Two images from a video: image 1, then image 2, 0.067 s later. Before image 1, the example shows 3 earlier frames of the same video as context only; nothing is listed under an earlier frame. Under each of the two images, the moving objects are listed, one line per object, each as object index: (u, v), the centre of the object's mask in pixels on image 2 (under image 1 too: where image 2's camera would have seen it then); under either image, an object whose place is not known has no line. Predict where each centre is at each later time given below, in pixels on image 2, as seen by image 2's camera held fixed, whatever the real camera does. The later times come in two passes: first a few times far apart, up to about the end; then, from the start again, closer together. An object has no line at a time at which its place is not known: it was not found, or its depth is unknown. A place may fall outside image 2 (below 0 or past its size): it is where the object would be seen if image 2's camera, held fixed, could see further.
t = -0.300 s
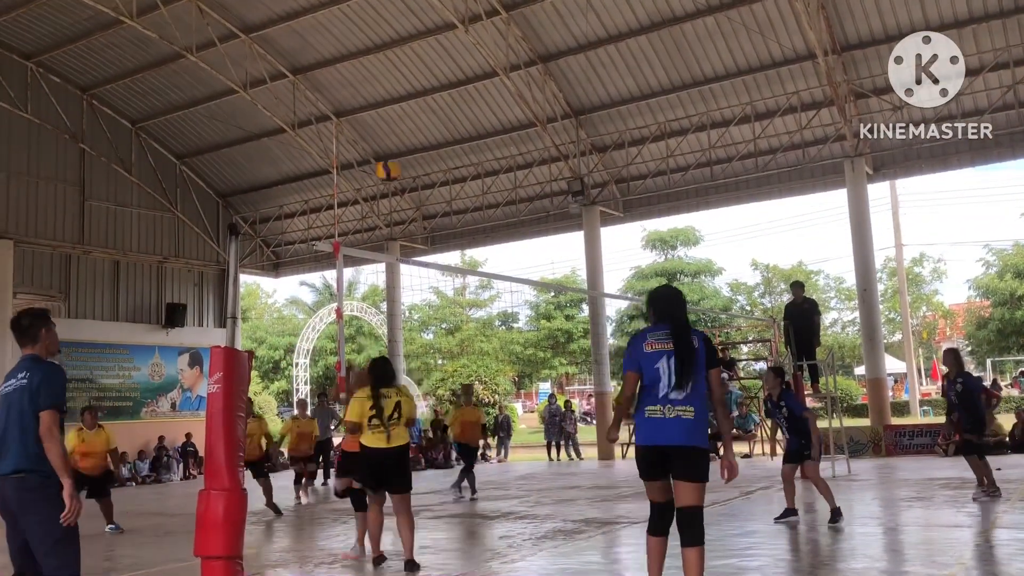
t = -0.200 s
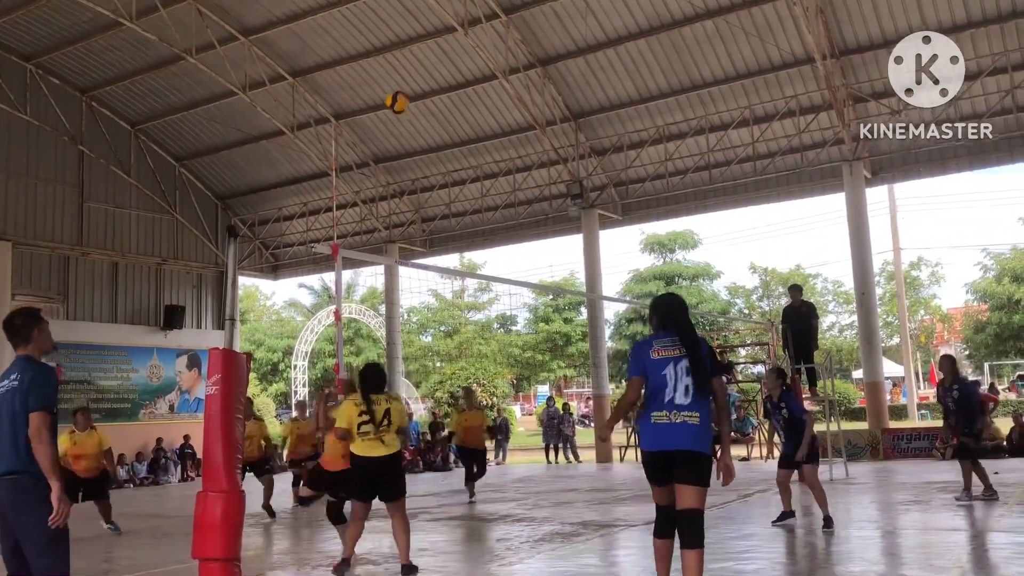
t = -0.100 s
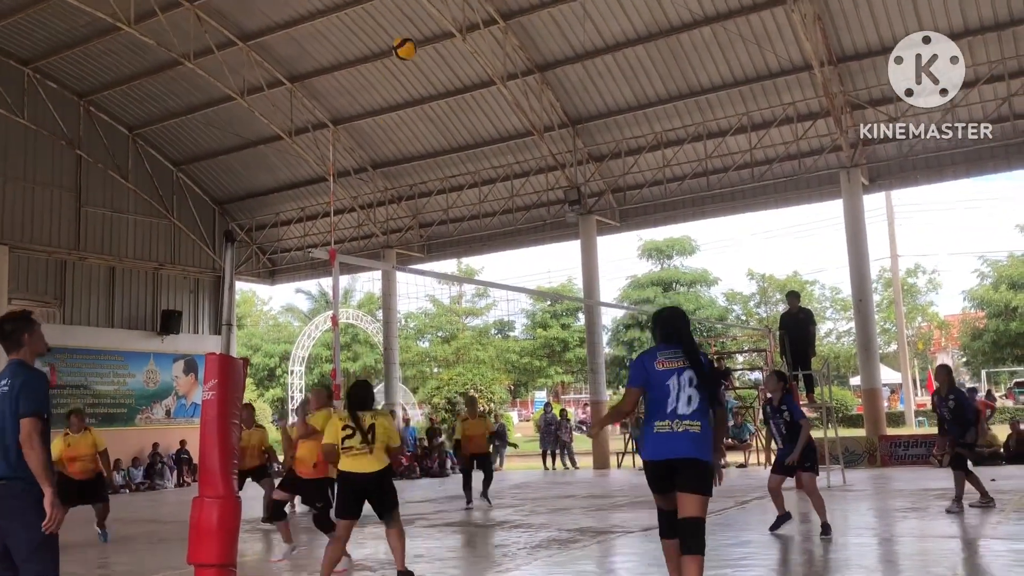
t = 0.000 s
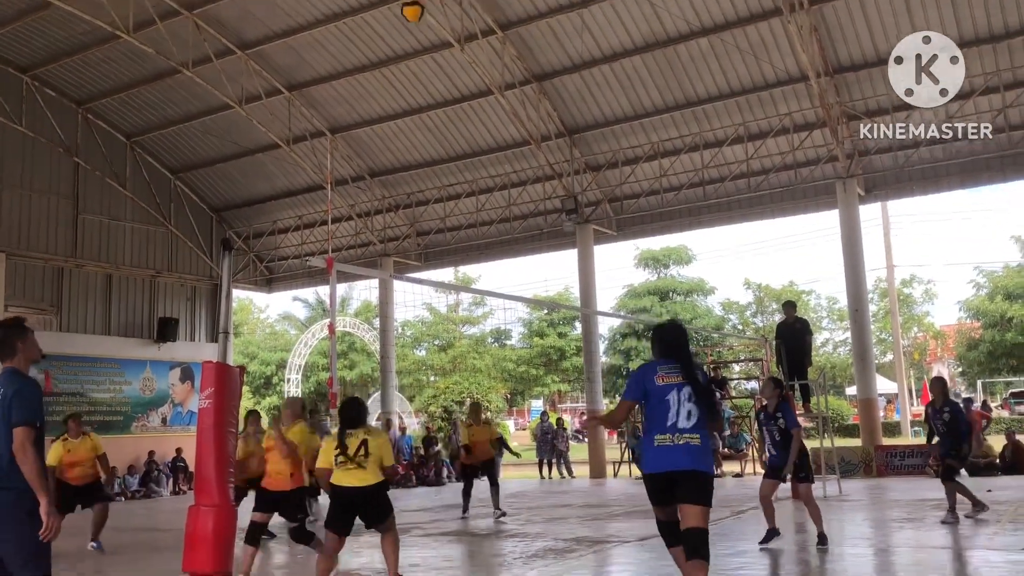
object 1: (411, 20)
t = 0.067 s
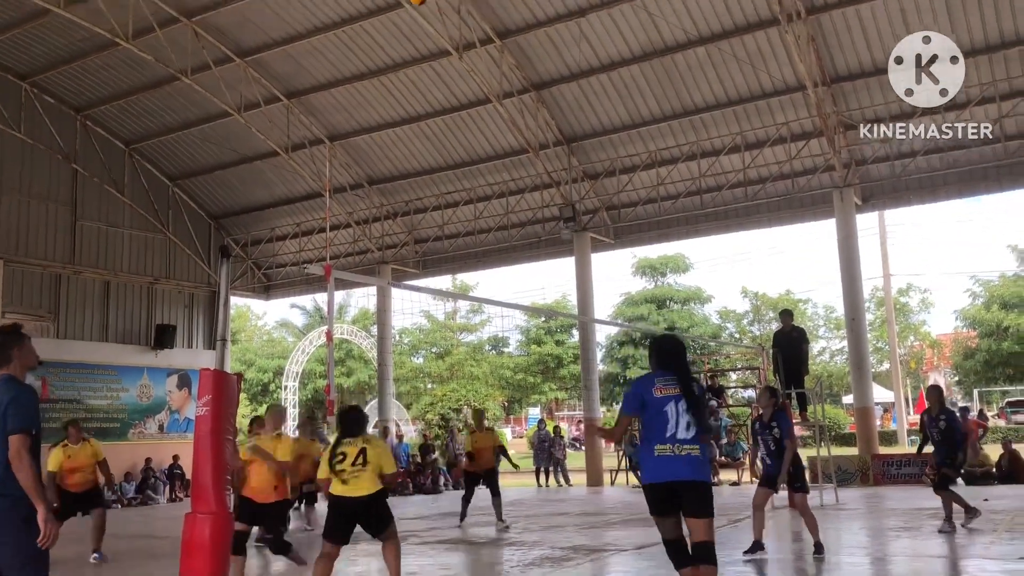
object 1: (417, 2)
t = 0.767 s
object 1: (507, 11)
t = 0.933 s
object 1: (533, 99)
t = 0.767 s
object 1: (507, 11)
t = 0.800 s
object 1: (512, 26)
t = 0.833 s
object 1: (517, 42)
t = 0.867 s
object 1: (523, 59)
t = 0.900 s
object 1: (528, 79)
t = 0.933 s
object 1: (533, 99)
